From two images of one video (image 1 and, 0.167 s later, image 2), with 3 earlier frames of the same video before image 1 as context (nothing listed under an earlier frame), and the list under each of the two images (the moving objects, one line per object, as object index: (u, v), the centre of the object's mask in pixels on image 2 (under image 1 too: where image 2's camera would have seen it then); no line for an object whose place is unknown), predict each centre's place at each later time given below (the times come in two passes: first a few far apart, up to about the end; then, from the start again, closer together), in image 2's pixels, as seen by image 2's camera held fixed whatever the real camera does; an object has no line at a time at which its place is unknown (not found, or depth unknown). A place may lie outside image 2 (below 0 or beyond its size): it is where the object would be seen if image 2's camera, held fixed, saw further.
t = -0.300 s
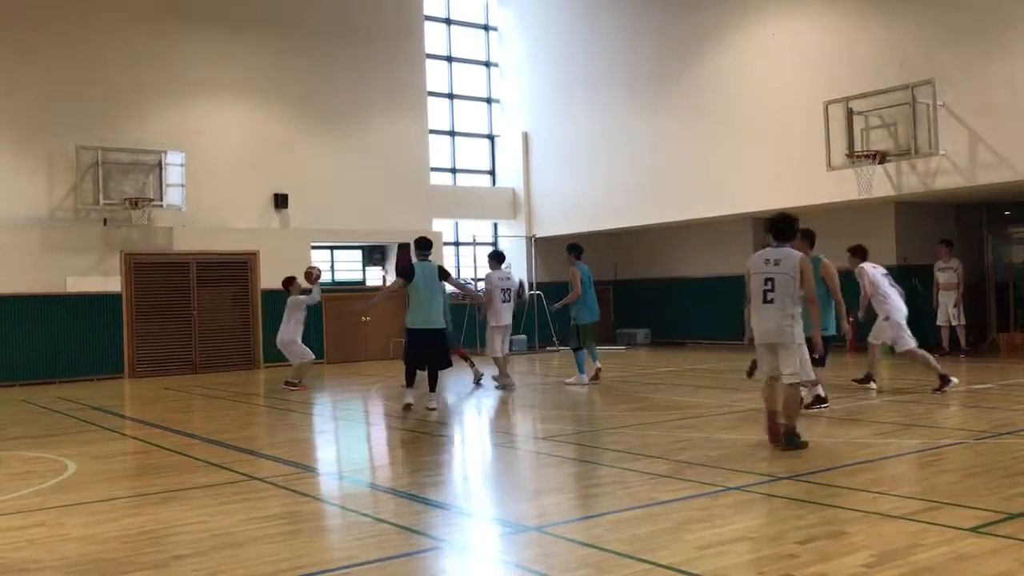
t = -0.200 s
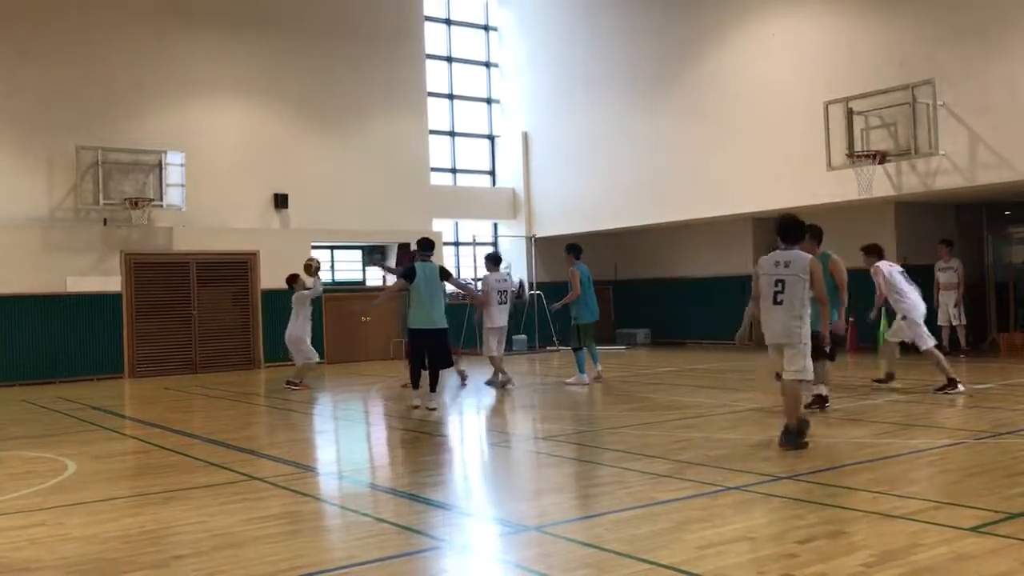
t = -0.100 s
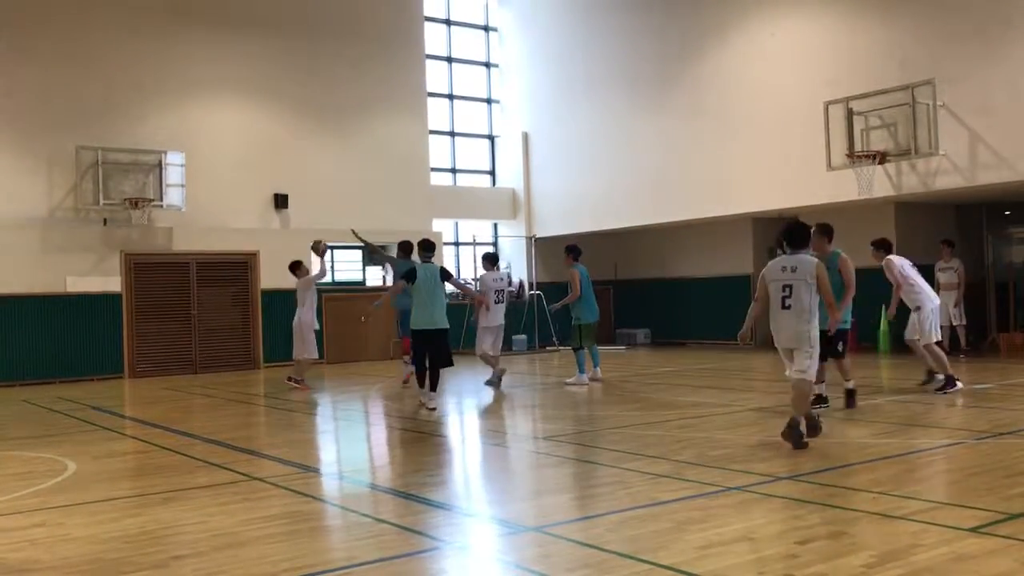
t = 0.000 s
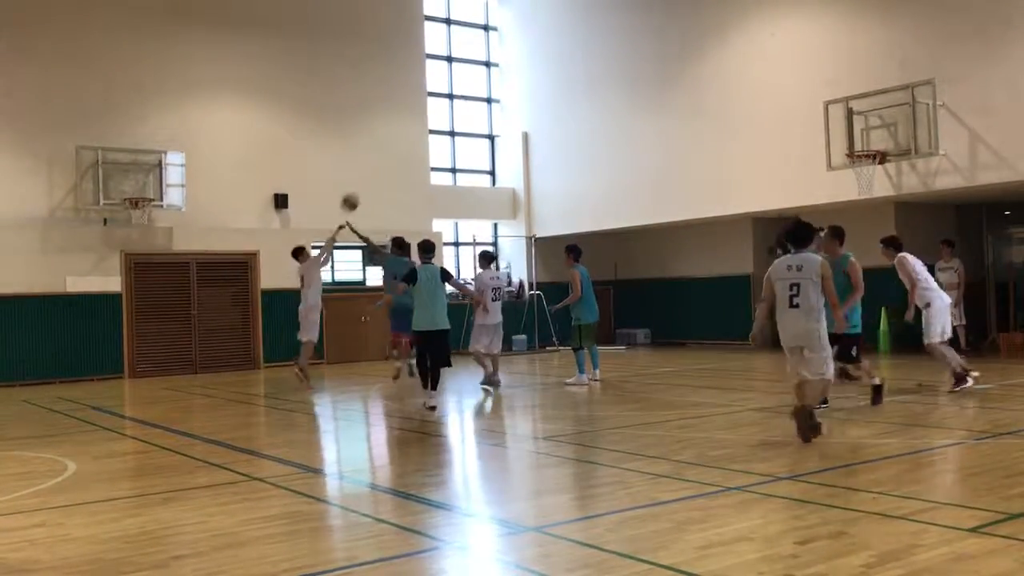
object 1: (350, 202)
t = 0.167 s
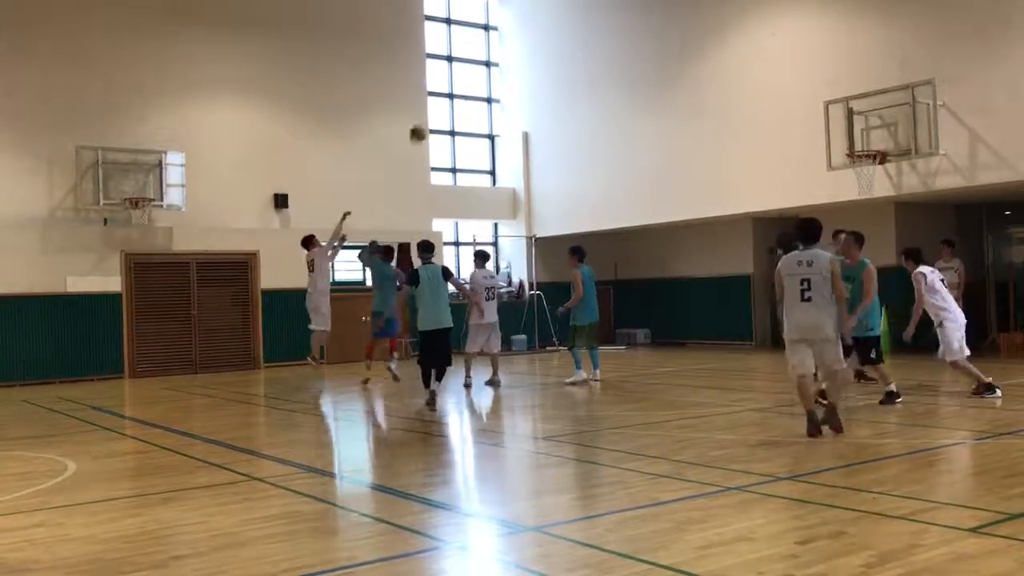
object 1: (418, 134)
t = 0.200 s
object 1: (429, 124)
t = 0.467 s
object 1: (537, 56)
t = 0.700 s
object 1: (631, 38)
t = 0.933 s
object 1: (725, 56)
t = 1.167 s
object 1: (820, 112)
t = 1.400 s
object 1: (888, 136)
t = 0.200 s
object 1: (429, 124)
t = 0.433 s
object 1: (524, 62)
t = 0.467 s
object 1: (537, 56)
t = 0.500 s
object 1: (550, 51)
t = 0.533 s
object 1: (564, 47)
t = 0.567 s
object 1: (577, 44)
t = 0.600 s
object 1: (590, 41)
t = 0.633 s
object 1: (604, 40)
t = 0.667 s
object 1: (618, 38)
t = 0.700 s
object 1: (631, 38)
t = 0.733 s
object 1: (645, 38)
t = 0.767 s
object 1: (658, 39)
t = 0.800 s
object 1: (672, 41)
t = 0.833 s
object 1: (685, 44)
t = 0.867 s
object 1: (698, 47)
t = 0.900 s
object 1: (712, 52)
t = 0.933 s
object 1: (725, 56)
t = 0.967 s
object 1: (739, 62)
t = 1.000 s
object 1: (752, 68)
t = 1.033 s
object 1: (766, 75)
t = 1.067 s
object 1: (779, 83)
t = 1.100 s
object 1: (793, 92)
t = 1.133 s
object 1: (807, 101)
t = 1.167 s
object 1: (820, 112)
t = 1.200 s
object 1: (835, 123)
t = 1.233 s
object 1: (847, 135)
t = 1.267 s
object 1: (860, 145)
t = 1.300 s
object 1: (867, 141)
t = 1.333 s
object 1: (875, 138)
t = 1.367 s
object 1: (881, 138)
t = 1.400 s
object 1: (888, 136)
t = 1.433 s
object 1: (889, 134)
